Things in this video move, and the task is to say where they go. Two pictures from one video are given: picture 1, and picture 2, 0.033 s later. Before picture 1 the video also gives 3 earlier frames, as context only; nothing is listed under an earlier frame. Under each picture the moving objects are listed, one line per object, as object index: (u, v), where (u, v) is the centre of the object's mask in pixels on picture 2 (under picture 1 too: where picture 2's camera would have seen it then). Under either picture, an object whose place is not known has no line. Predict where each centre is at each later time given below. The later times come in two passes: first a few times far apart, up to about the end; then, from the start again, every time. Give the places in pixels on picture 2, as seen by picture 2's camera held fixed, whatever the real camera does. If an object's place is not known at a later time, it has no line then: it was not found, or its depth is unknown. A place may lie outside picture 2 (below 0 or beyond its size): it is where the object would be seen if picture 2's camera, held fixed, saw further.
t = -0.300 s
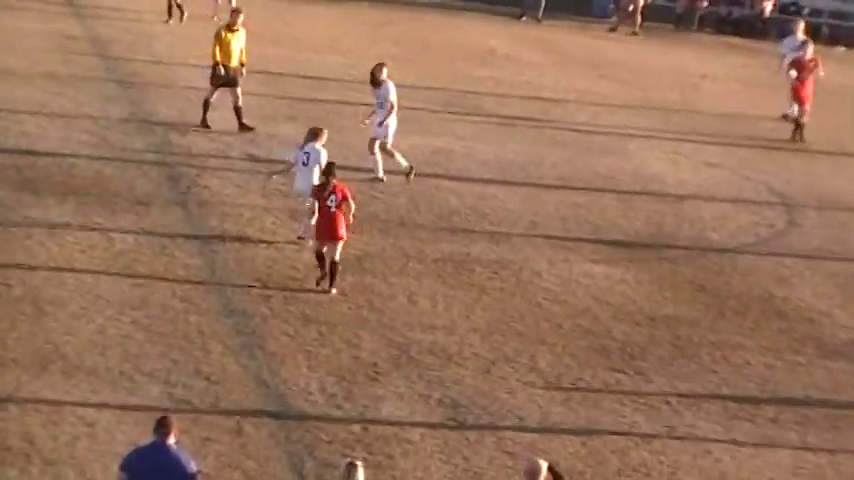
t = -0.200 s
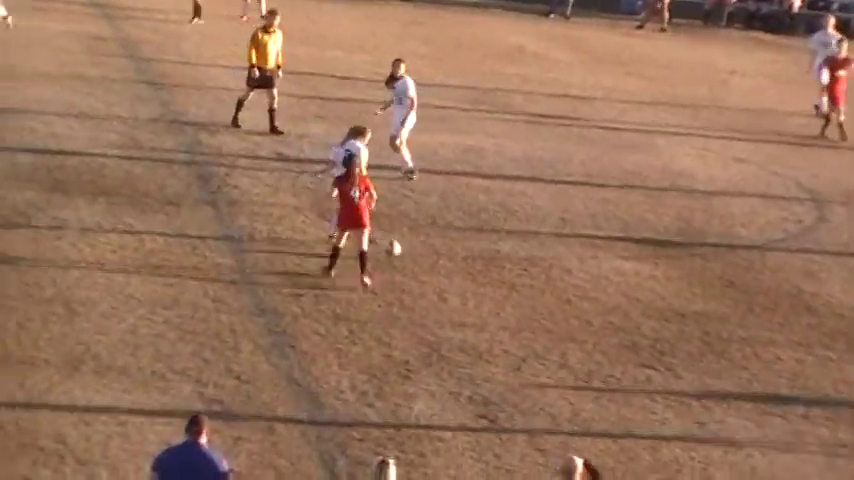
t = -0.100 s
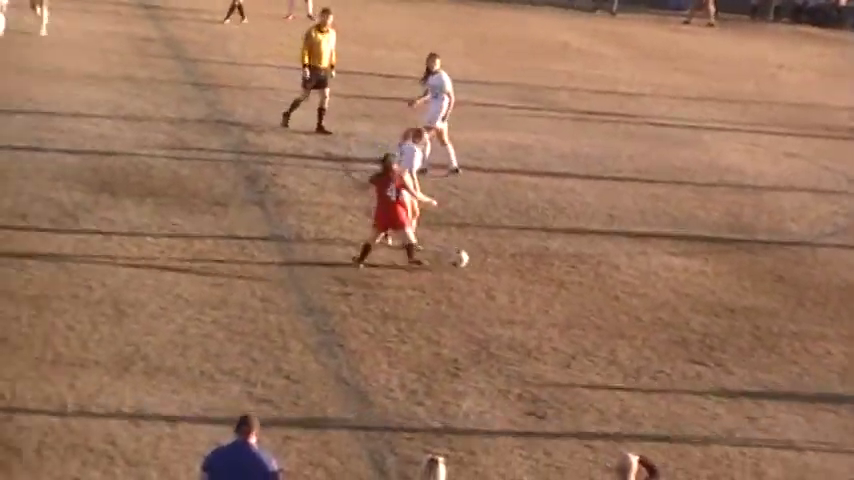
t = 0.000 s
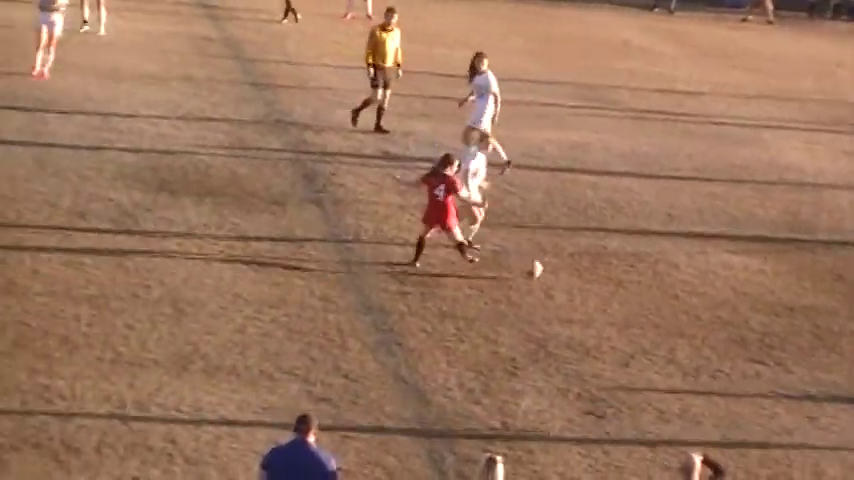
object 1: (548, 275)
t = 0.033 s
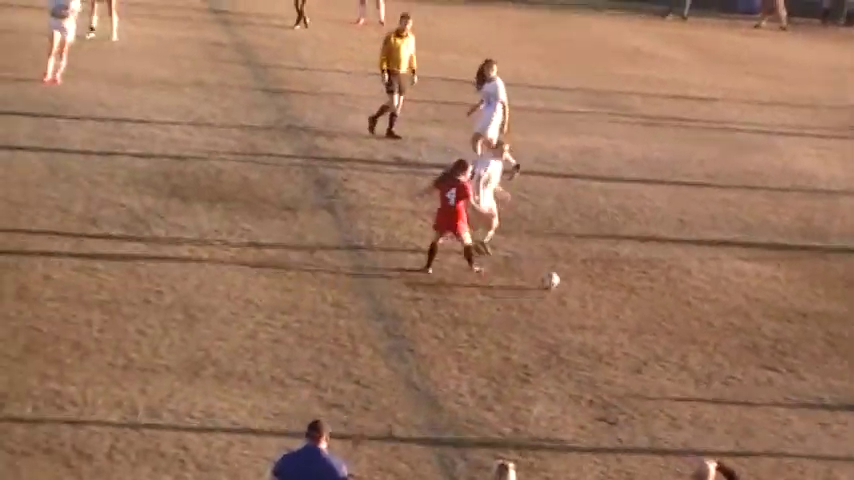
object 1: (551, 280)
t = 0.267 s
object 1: (574, 293)
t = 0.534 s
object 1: (593, 326)
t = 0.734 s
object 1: (609, 346)
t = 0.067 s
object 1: (555, 283)
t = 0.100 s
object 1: (558, 283)
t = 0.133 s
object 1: (561, 283)
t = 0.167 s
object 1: (566, 285)
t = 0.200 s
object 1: (568, 287)
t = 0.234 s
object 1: (572, 290)
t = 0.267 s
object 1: (574, 293)
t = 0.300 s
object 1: (576, 300)
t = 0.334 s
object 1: (578, 308)
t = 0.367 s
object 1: (581, 310)
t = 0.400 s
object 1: (584, 311)
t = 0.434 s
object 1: (585, 313)
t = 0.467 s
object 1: (590, 317)
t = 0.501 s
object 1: (592, 321)
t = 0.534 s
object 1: (593, 326)
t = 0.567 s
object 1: (597, 329)
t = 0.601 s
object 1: (600, 330)
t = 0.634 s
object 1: (602, 331)
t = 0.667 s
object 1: (604, 334)
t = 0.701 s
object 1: (606, 339)
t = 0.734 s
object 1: (609, 346)
